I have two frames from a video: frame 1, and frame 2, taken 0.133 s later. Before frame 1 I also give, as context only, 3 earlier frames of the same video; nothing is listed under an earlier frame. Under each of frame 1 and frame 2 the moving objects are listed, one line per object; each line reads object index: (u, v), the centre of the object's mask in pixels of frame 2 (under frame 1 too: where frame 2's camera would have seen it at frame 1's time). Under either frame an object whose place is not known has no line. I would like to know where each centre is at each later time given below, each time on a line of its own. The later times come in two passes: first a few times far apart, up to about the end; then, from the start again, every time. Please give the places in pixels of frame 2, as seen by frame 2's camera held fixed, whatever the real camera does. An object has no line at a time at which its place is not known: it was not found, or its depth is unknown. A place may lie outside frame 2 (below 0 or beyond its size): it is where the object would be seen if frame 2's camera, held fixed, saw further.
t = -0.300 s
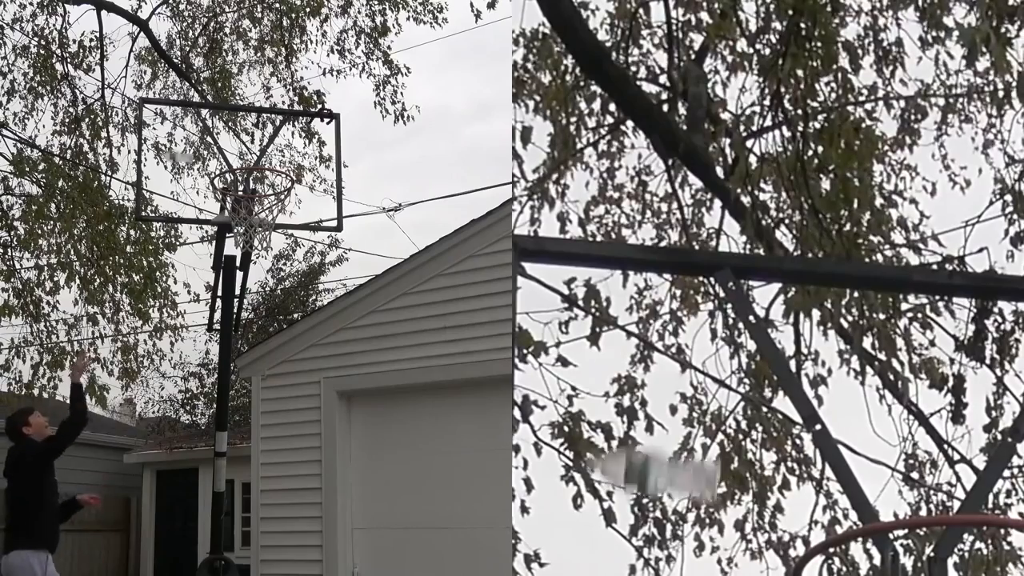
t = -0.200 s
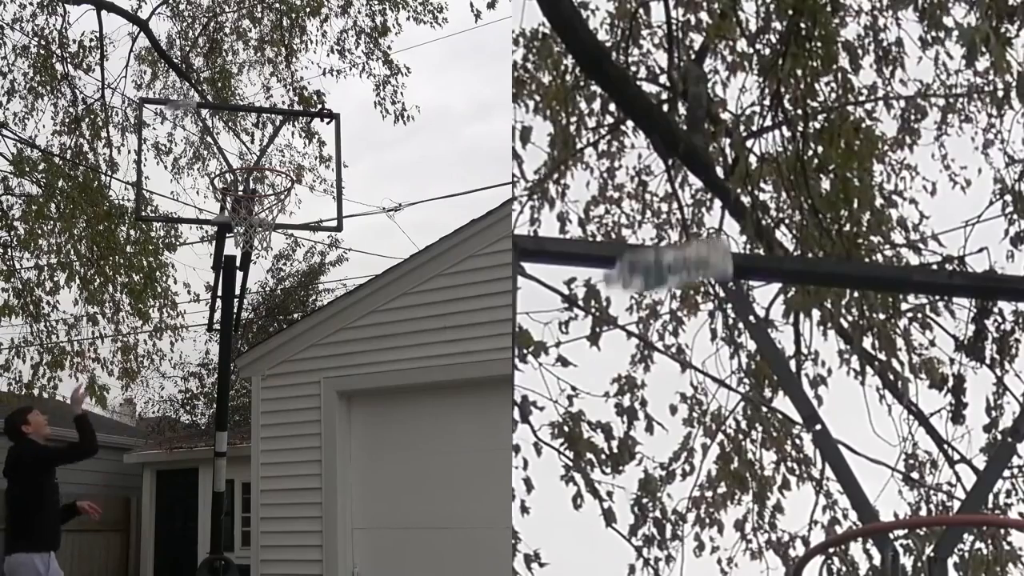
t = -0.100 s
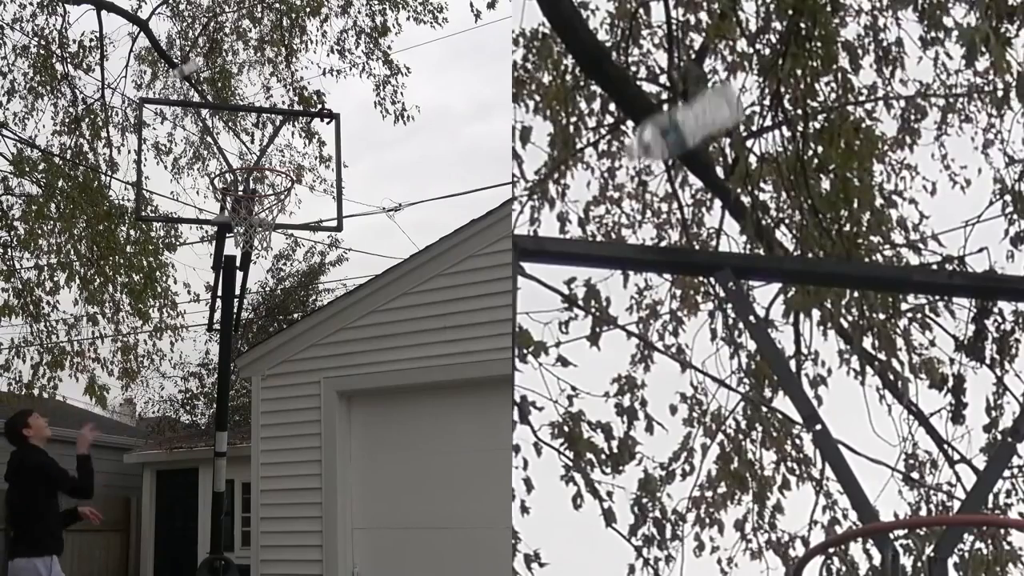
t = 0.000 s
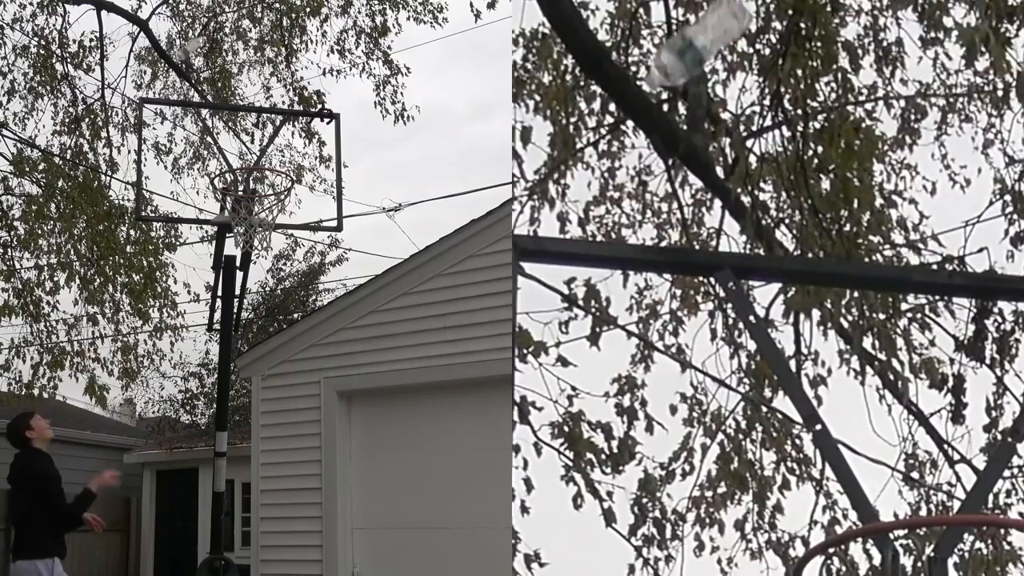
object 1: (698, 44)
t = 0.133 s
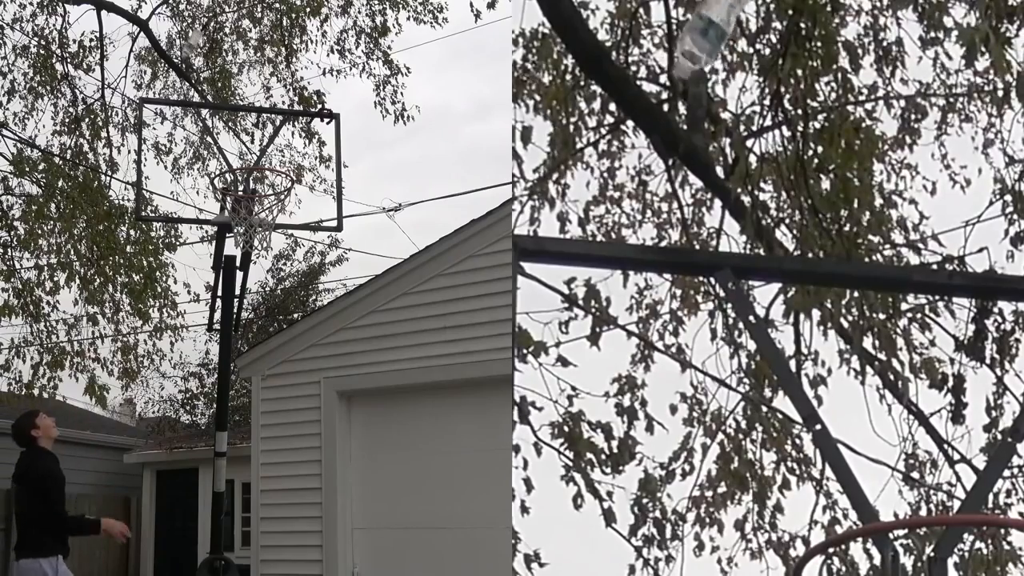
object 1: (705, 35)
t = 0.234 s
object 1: (725, 63)
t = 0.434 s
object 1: (736, 190)
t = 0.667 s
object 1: (744, 190)
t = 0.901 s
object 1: (743, 189)
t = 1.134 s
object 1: (742, 191)
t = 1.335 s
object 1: (742, 191)
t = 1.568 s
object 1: (742, 191)
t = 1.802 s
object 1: (742, 191)
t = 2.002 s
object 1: (742, 191)
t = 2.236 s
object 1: (742, 191)
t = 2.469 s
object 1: (742, 191)
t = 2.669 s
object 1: (742, 191)
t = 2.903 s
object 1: (743, 191)
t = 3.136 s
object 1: (743, 191)
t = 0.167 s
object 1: (712, 40)
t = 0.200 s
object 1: (719, 49)
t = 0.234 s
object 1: (725, 63)
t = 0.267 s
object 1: (728, 90)
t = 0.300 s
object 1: (731, 127)
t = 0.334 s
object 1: (735, 165)
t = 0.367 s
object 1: (739, 187)
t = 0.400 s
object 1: (737, 189)
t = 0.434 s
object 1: (736, 190)
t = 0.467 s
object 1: (736, 190)
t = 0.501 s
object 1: (736, 190)
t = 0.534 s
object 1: (736, 191)
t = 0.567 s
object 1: (739, 192)
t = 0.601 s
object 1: (741, 191)
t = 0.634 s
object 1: (743, 190)
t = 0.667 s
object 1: (744, 190)
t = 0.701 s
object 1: (746, 190)
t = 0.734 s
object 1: (747, 190)
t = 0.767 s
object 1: (748, 190)
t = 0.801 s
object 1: (748, 190)
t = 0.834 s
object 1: (746, 189)
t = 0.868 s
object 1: (745, 189)
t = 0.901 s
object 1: (743, 189)
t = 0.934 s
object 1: (741, 190)
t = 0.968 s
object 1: (742, 191)
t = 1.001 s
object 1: (742, 191)
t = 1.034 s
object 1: (742, 191)
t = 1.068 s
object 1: (742, 191)
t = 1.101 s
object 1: (742, 191)
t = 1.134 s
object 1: (742, 191)
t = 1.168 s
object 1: (742, 191)
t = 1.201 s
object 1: (742, 191)
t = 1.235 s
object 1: (742, 191)
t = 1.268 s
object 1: (742, 191)
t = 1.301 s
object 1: (742, 191)
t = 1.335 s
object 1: (742, 191)
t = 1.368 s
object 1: (742, 191)
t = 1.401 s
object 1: (742, 191)
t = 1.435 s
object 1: (742, 191)
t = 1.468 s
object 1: (742, 191)
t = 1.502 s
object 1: (743, 191)
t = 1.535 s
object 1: (742, 191)
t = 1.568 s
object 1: (742, 191)
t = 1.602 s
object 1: (742, 191)
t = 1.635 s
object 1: (742, 191)
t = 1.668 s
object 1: (742, 191)
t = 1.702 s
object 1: (742, 191)
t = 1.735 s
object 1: (742, 191)
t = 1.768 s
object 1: (742, 191)
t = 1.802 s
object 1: (742, 191)
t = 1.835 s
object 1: (742, 191)
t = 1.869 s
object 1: (742, 191)
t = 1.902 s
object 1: (742, 191)
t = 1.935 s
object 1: (742, 191)
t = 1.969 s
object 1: (742, 191)
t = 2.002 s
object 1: (742, 191)
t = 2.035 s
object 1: (742, 191)
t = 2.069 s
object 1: (742, 191)
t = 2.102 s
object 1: (742, 191)
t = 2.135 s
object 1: (742, 191)
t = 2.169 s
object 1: (742, 191)
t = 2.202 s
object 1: (742, 191)
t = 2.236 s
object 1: (742, 191)
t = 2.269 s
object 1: (742, 191)
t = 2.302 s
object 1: (742, 191)
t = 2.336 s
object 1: (742, 191)
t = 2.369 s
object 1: (742, 191)
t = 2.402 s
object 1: (742, 191)
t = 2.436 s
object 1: (742, 191)
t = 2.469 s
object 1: (742, 191)
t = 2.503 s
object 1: (742, 191)
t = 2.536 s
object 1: (742, 191)
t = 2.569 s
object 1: (742, 191)
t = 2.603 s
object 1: (742, 191)
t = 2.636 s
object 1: (742, 191)
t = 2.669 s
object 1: (742, 191)
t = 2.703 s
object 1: (742, 191)
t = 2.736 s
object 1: (742, 191)
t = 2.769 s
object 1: (742, 191)
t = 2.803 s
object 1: (742, 191)
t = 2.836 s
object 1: (742, 191)
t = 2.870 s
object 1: (743, 191)
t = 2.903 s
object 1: (743, 191)
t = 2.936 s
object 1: (743, 191)
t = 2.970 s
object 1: (743, 191)
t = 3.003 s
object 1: (743, 191)
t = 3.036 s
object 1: (743, 191)
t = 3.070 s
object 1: (743, 191)
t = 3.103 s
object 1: (743, 191)
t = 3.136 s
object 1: (743, 191)
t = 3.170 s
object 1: (743, 191)
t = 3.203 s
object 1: (743, 191)
